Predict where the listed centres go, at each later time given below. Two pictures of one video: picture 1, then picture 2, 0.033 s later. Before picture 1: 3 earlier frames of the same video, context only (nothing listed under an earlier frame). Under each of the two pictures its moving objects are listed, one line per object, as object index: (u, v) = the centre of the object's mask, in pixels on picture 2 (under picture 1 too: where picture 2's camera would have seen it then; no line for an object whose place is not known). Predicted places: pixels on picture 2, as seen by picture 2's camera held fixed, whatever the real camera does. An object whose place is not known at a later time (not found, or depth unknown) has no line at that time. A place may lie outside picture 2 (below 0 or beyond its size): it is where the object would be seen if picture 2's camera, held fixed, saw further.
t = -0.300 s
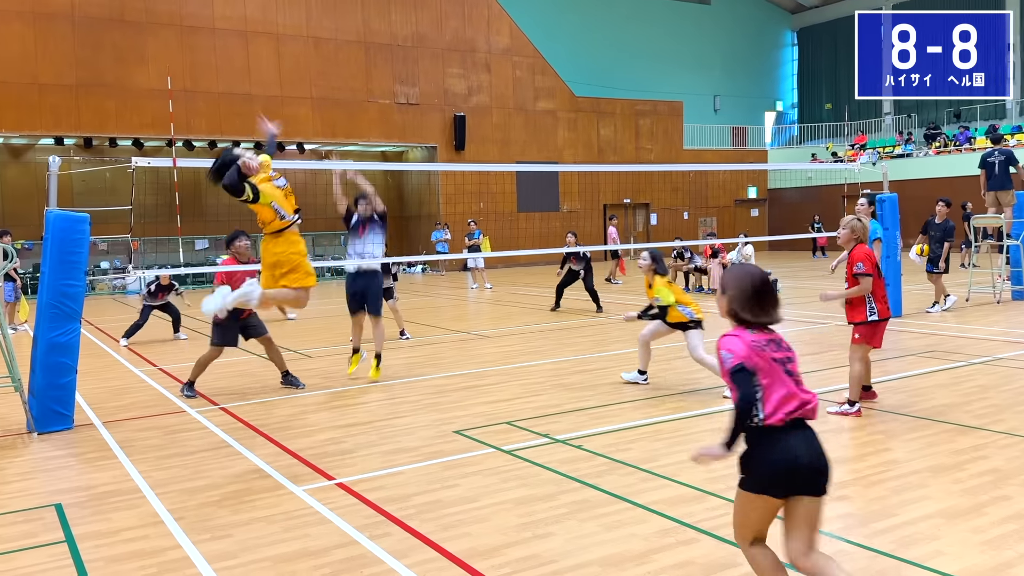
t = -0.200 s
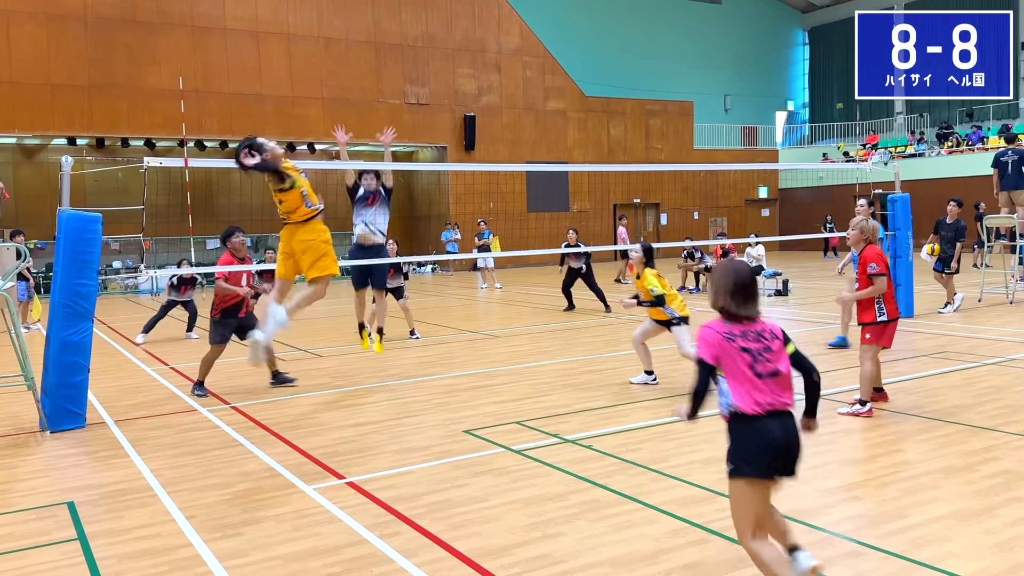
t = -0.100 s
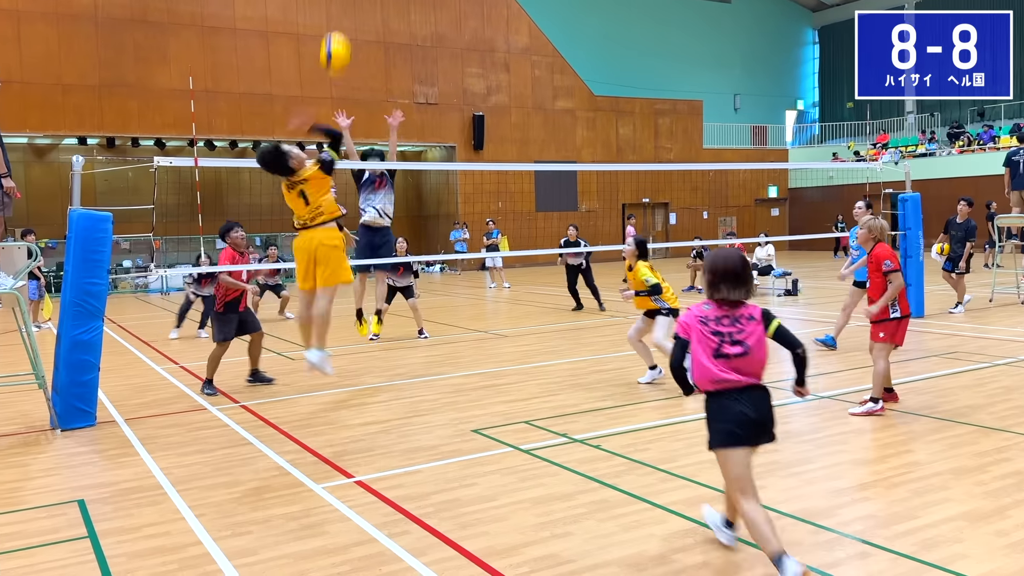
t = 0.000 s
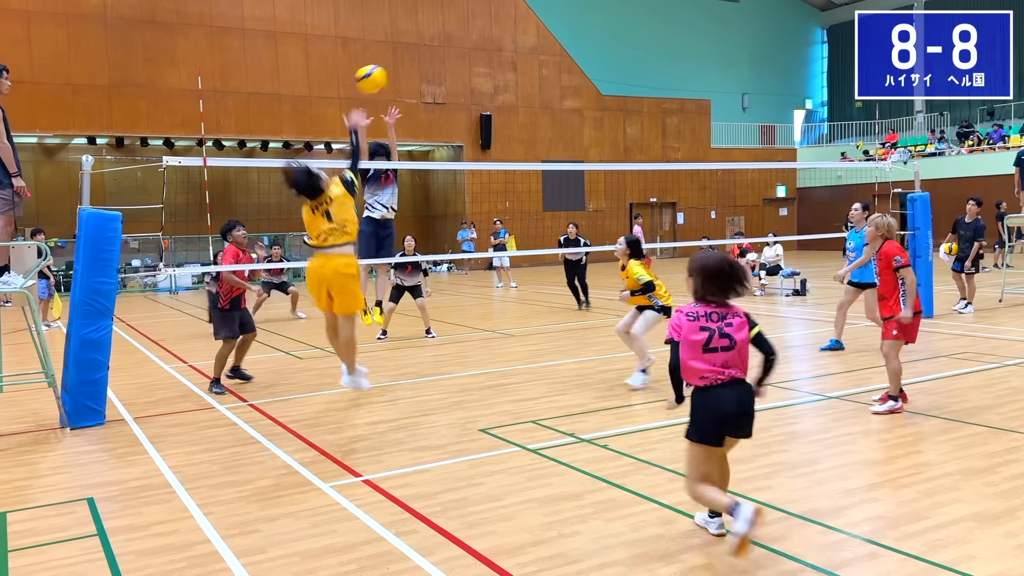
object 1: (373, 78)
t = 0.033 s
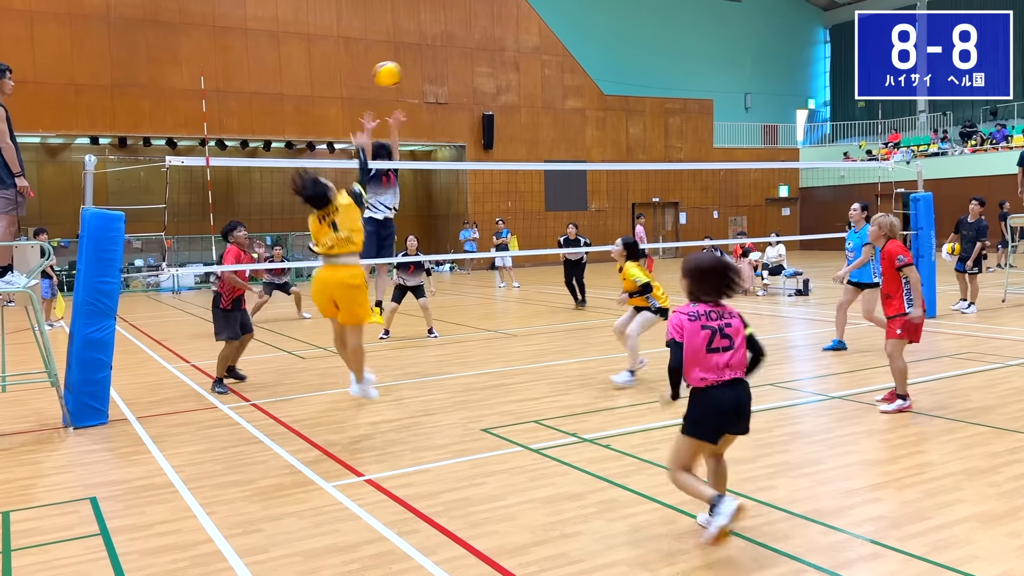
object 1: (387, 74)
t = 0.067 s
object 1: (400, 72)
